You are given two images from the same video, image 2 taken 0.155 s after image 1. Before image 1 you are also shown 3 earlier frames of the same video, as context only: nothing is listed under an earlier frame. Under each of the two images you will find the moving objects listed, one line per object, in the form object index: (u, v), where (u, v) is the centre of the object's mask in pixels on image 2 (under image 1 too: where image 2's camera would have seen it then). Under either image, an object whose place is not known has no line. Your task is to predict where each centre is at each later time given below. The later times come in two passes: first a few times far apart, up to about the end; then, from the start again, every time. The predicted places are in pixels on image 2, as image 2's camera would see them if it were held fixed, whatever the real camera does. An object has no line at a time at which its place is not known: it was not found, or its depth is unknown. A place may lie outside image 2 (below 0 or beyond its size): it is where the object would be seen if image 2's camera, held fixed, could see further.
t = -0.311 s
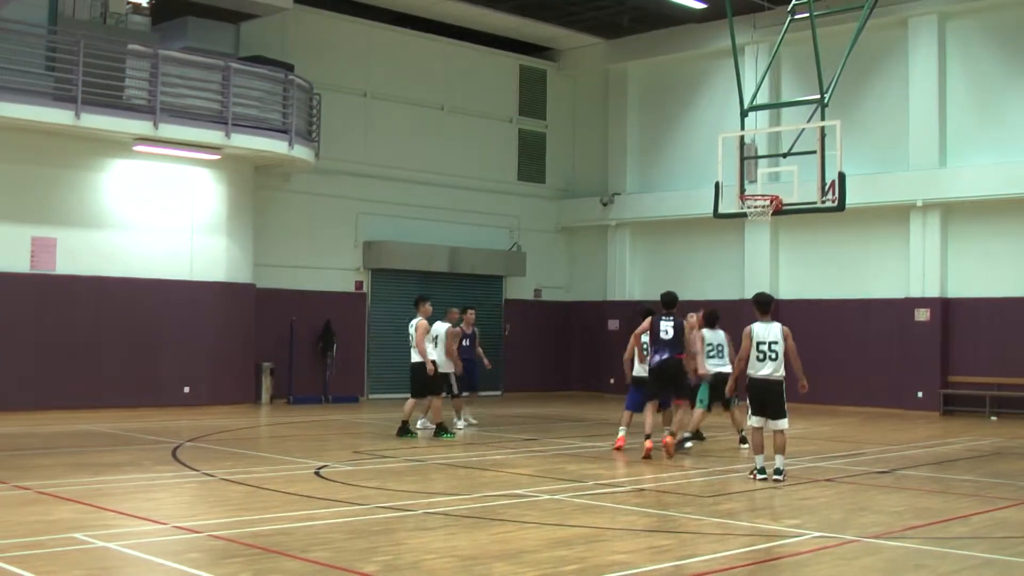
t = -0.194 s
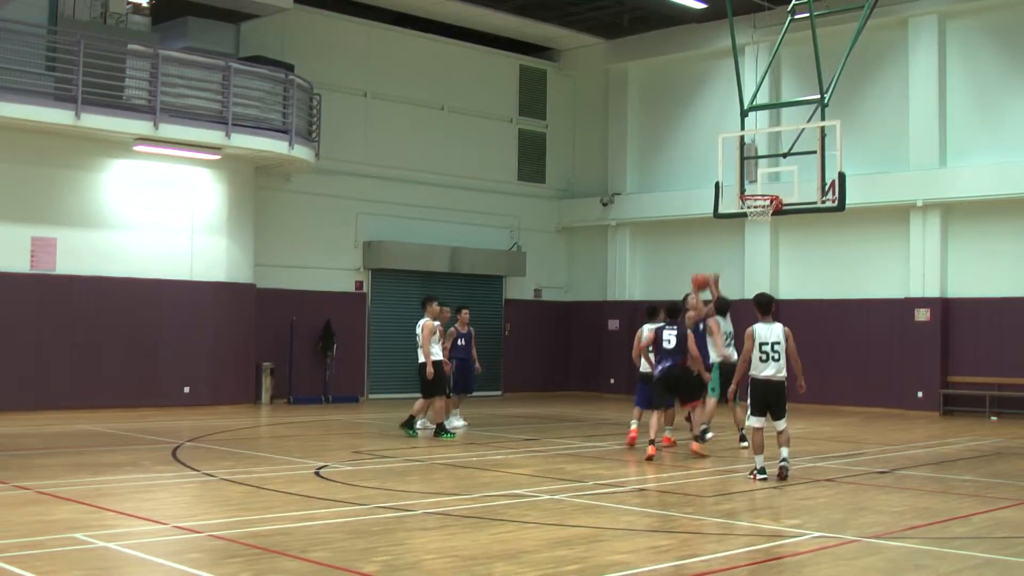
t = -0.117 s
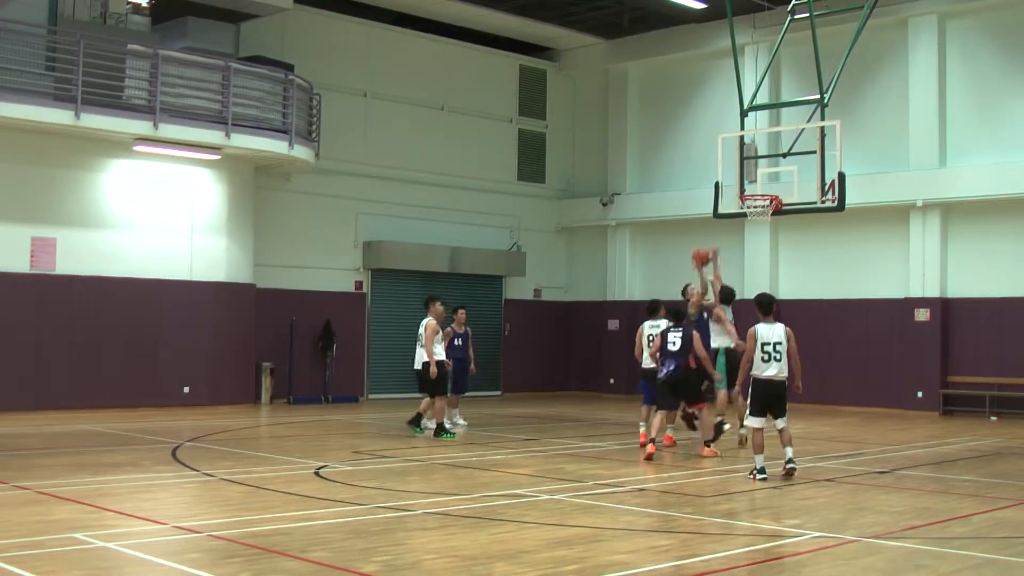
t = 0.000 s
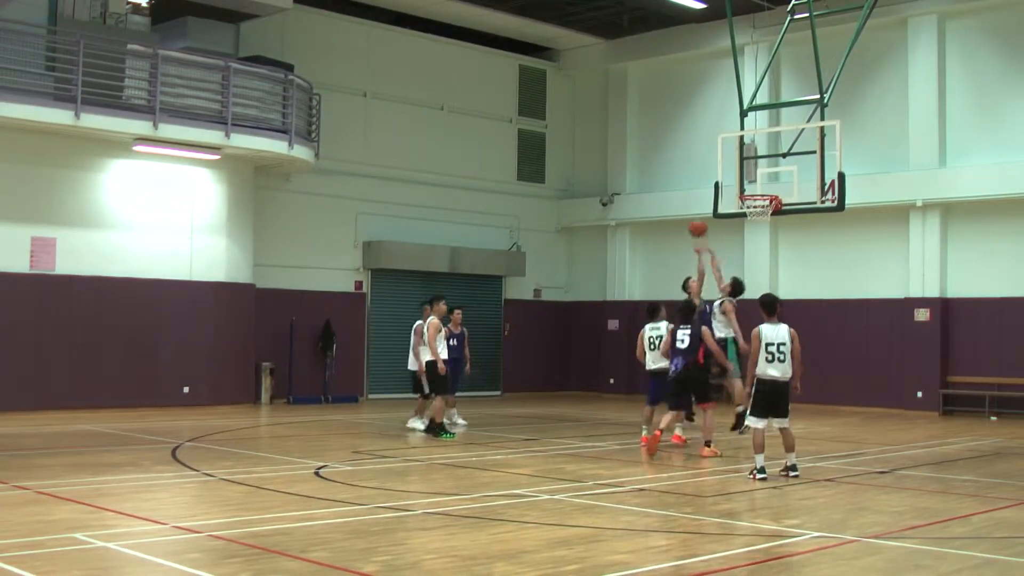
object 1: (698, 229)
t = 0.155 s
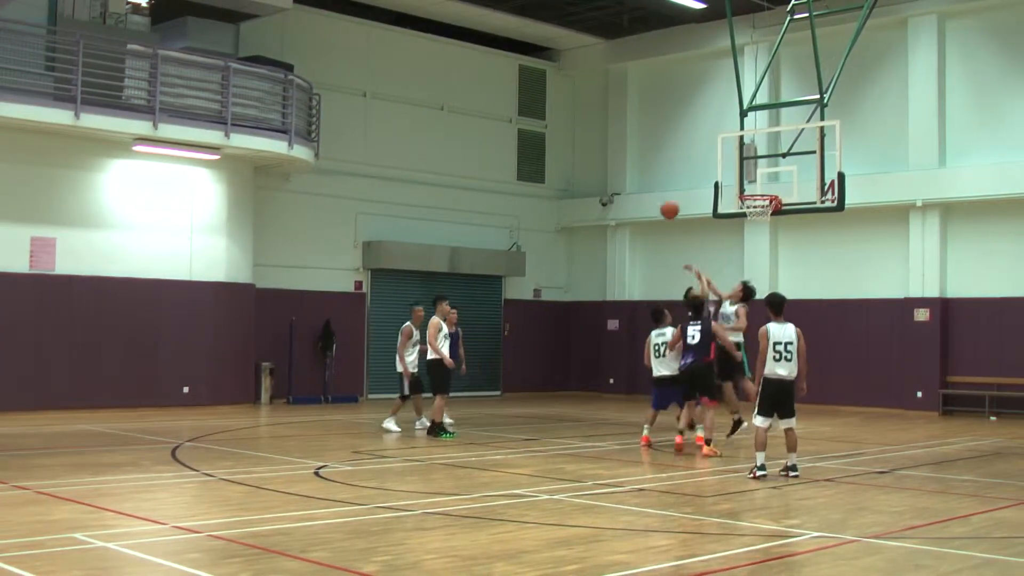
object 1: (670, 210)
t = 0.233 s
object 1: (655, 208)
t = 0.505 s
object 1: (608, 238)
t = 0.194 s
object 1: (662, 208)
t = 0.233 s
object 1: (655, 208)
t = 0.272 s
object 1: (648, 208)
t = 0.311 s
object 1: (641, 212)
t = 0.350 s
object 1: (635, 215)
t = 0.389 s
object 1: (628, 218)
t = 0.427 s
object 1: (621, 223)
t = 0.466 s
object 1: (614, 230)
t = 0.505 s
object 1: (608, 238)
